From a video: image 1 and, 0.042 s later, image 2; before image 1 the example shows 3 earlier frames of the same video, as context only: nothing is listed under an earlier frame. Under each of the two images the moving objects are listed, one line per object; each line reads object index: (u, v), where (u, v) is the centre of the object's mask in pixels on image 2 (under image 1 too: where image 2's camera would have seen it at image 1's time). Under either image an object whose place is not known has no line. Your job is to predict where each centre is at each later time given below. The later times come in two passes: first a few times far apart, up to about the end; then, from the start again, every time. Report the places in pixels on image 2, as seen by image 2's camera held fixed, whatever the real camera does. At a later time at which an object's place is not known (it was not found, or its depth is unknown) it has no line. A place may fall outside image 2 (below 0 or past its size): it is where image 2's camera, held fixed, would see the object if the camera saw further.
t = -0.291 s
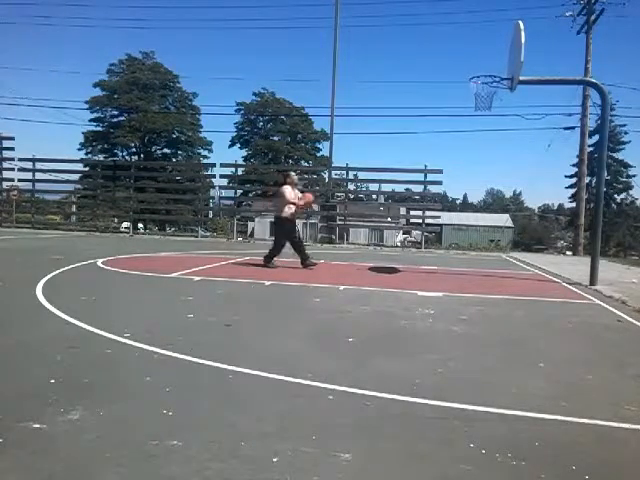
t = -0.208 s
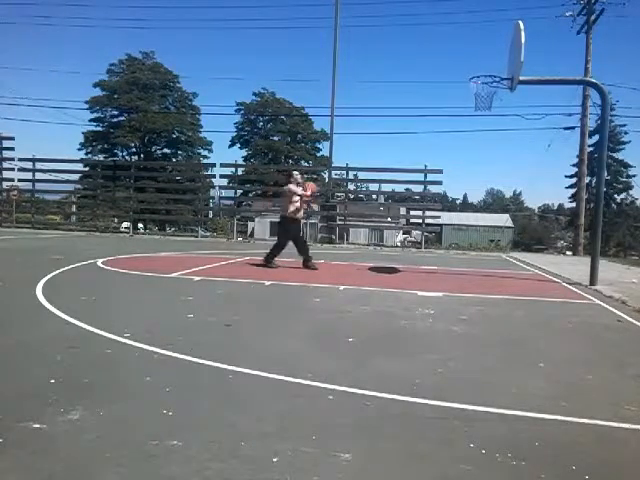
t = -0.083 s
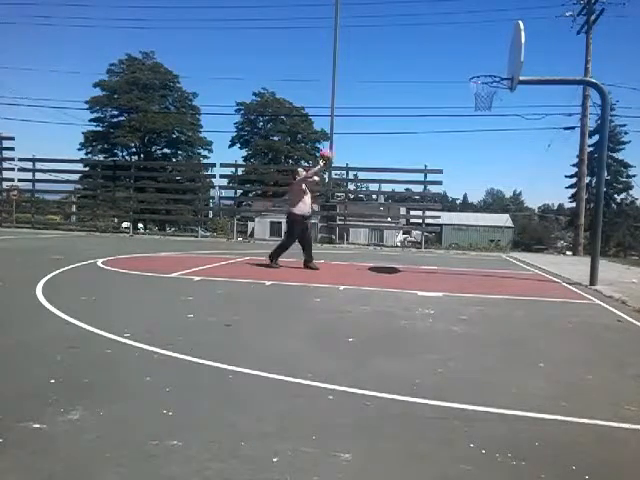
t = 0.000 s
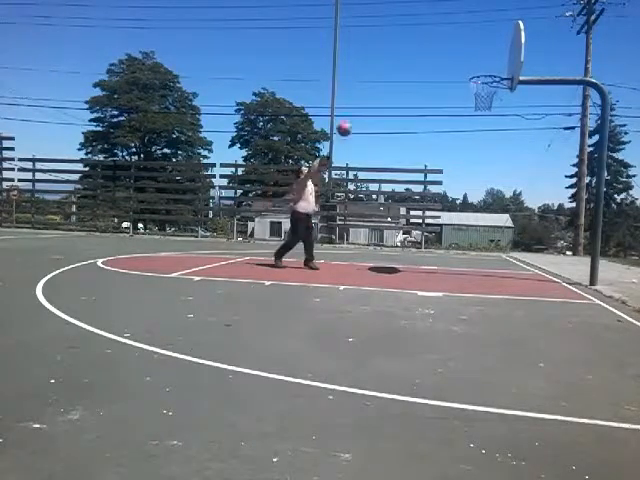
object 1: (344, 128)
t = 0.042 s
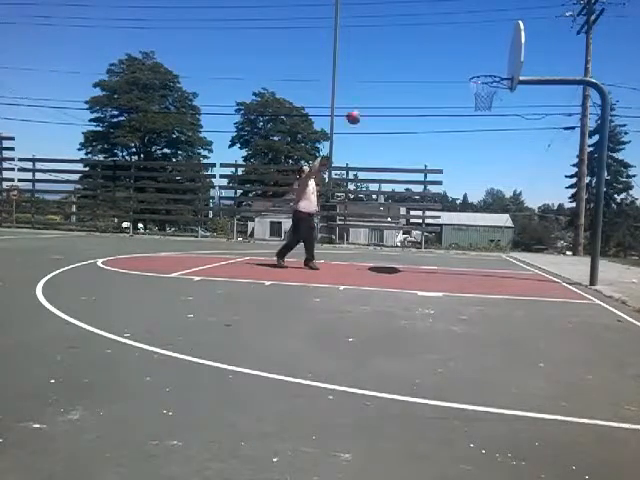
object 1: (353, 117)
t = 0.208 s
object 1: (390, 77)
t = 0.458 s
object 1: (443, 50)
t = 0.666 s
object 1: (490, 57)
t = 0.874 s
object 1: (483, 59)
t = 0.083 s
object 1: (362, 105)
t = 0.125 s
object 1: (371, 95)
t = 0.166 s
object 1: (380, 86)
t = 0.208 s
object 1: (390, 77)
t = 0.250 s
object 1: (399, 70)
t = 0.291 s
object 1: (408, 63)
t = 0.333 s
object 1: (417, 58)
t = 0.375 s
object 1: (426, 55)
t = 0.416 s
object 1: (435, 52)
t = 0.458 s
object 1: (443, 50)
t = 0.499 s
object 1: (453, 49)
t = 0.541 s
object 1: (463, 49)
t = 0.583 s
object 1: (472, 51)
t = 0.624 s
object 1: (481, 53)
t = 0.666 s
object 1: (490, 57)
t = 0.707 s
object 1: (500, 62)
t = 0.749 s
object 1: (503, 68)
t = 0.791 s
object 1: (496, 66)
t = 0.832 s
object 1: (489, 62)
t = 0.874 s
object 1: (483, 59)
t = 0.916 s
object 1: (476, 57)
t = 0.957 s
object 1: (469, 57)
